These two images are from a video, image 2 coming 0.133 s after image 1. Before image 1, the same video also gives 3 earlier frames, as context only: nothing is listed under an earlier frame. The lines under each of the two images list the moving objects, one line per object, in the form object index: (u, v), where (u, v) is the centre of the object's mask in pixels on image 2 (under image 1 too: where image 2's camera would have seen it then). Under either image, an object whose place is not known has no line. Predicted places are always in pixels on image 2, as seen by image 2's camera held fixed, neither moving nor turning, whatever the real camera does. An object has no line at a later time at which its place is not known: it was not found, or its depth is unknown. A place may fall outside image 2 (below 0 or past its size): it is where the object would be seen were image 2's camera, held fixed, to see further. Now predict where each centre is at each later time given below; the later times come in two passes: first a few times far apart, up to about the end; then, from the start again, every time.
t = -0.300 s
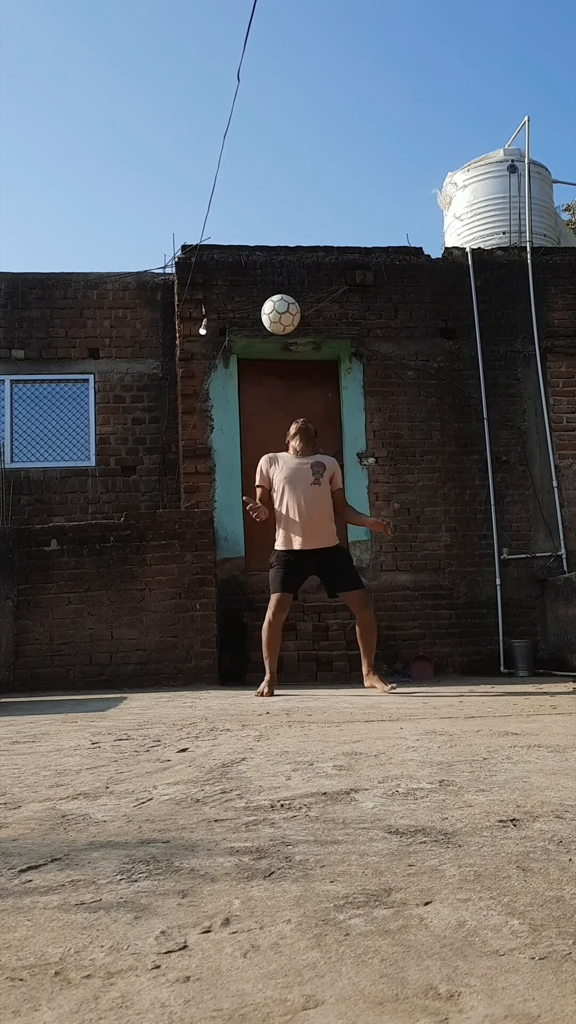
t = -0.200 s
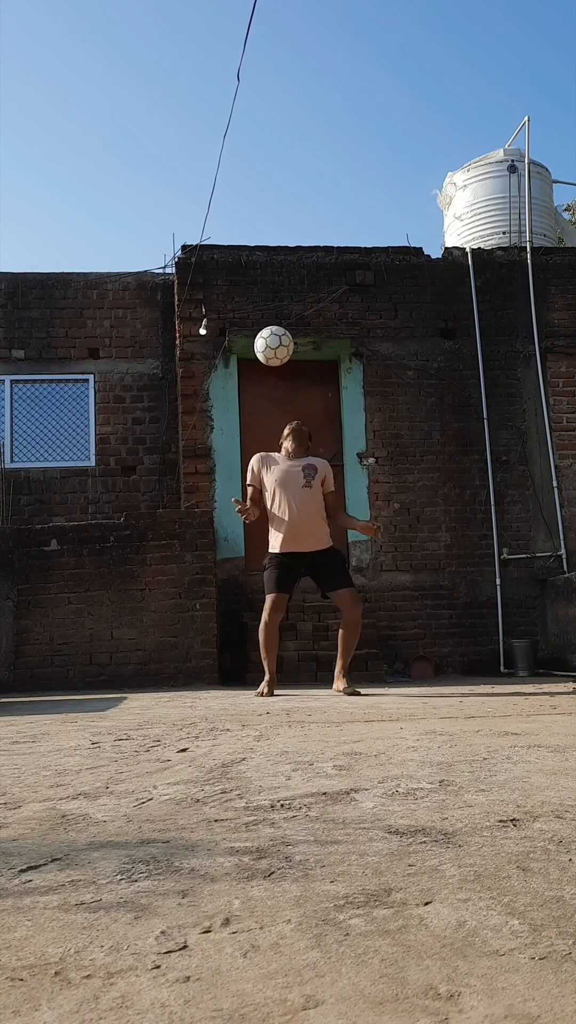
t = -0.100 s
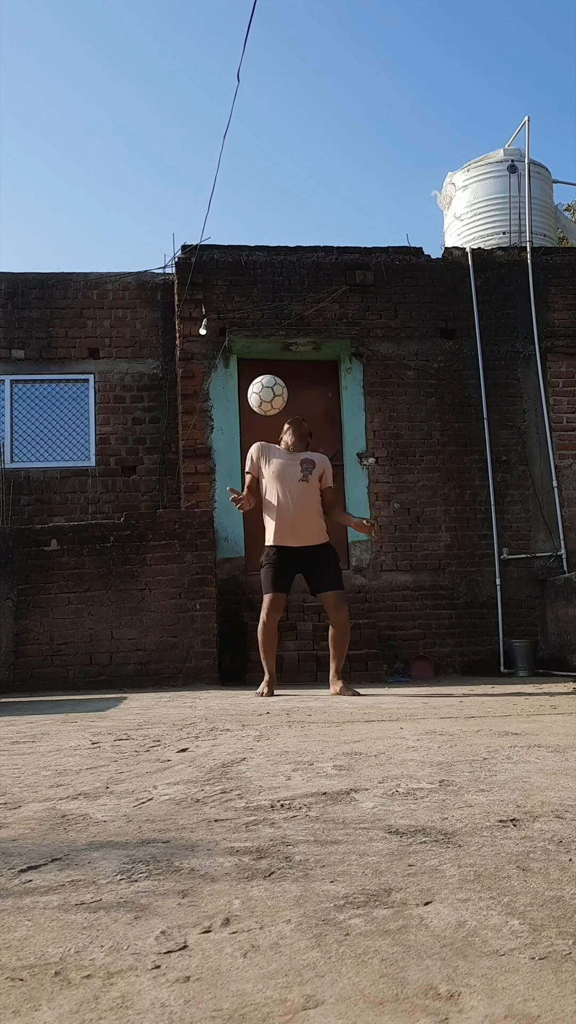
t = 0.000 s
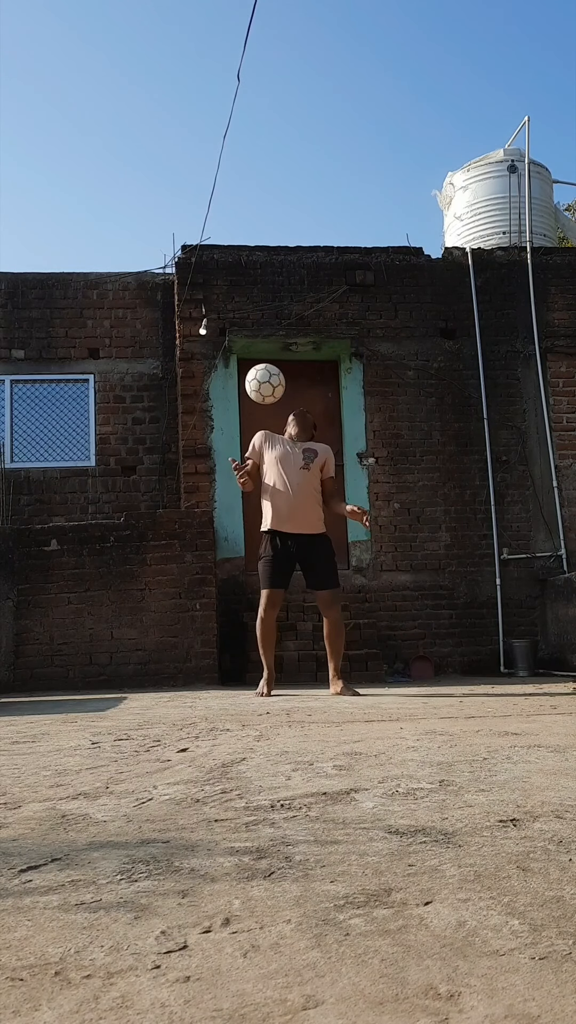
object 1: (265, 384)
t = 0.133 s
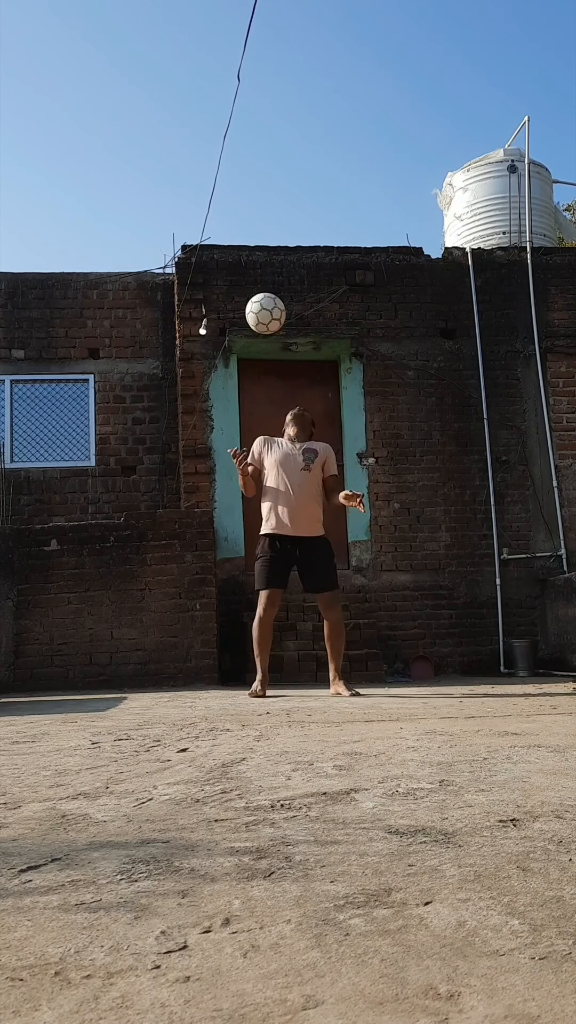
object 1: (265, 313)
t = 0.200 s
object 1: (266, 289)
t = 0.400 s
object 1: (270, 261)
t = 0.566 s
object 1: (276, 290)
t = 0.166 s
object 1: (266, 300)
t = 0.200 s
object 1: (266, 289)
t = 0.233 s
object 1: (266, 280)
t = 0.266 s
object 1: (267, 272)
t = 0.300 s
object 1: (268, 267)
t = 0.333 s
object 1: (268, 263)
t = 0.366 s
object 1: (269, 261)
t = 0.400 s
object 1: (270, 261)
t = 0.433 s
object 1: (271, 263)
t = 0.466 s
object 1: (272, 267)
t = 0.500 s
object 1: (273, 273)
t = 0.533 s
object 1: (275, 281)
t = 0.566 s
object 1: (276, 290)
